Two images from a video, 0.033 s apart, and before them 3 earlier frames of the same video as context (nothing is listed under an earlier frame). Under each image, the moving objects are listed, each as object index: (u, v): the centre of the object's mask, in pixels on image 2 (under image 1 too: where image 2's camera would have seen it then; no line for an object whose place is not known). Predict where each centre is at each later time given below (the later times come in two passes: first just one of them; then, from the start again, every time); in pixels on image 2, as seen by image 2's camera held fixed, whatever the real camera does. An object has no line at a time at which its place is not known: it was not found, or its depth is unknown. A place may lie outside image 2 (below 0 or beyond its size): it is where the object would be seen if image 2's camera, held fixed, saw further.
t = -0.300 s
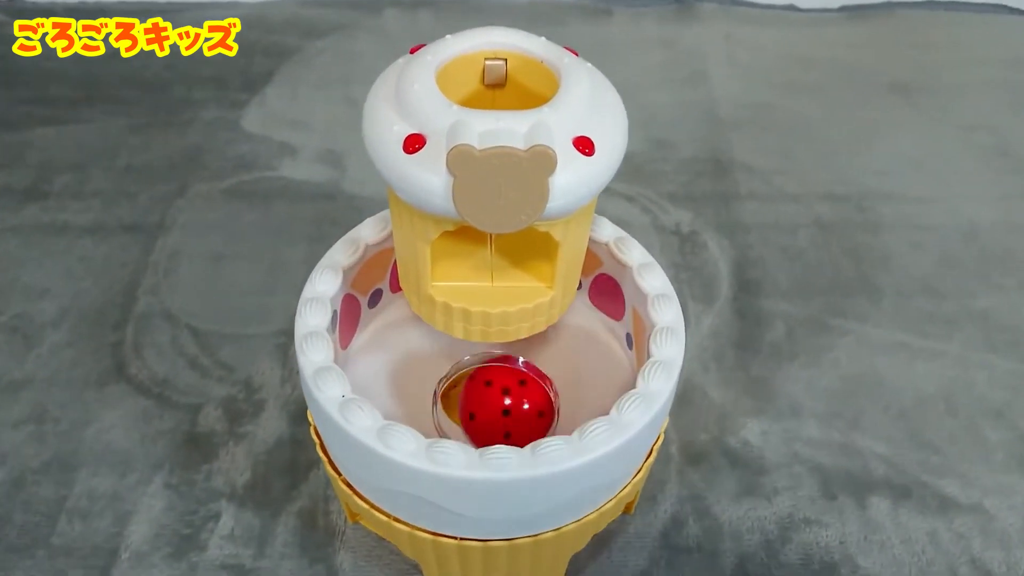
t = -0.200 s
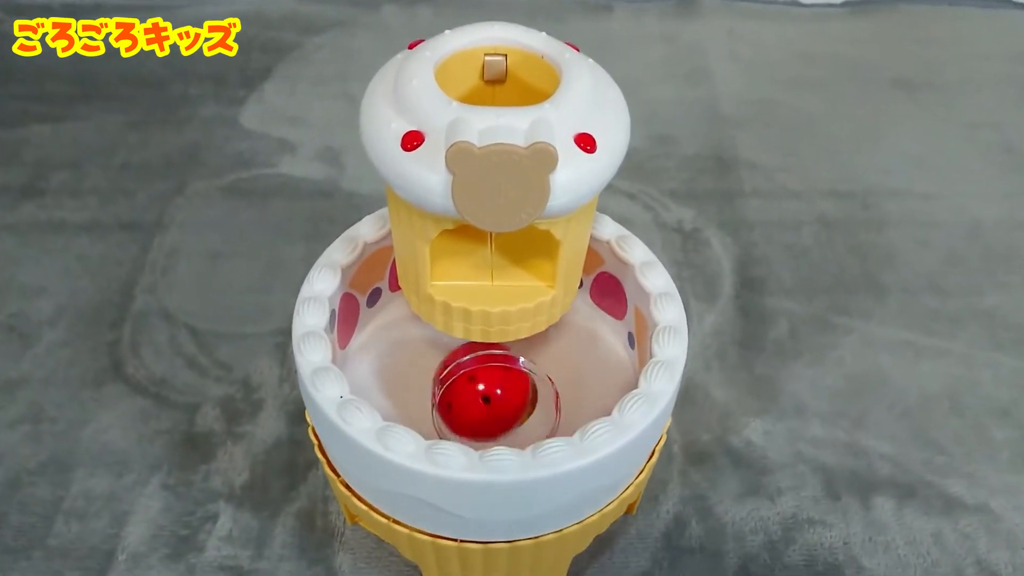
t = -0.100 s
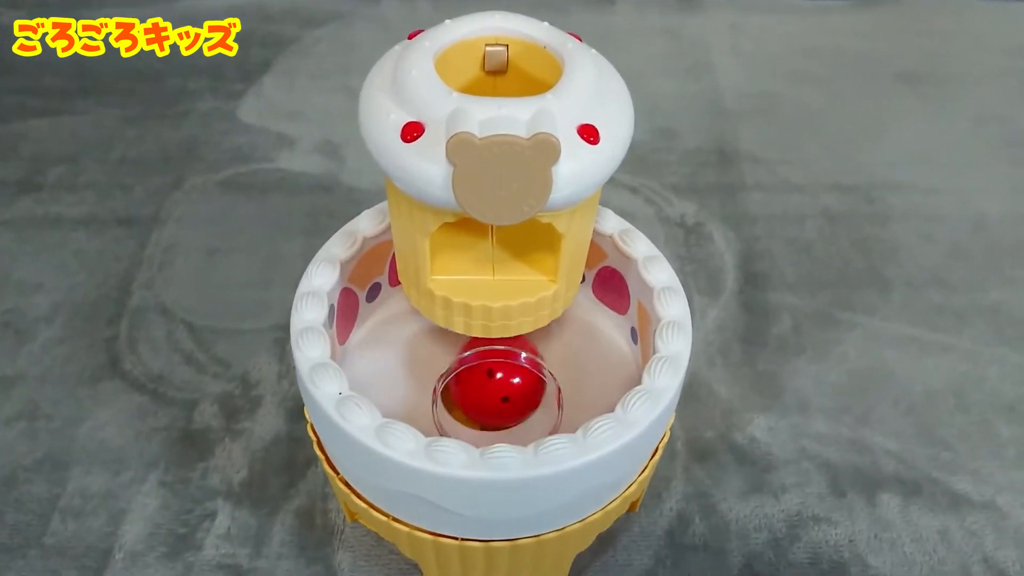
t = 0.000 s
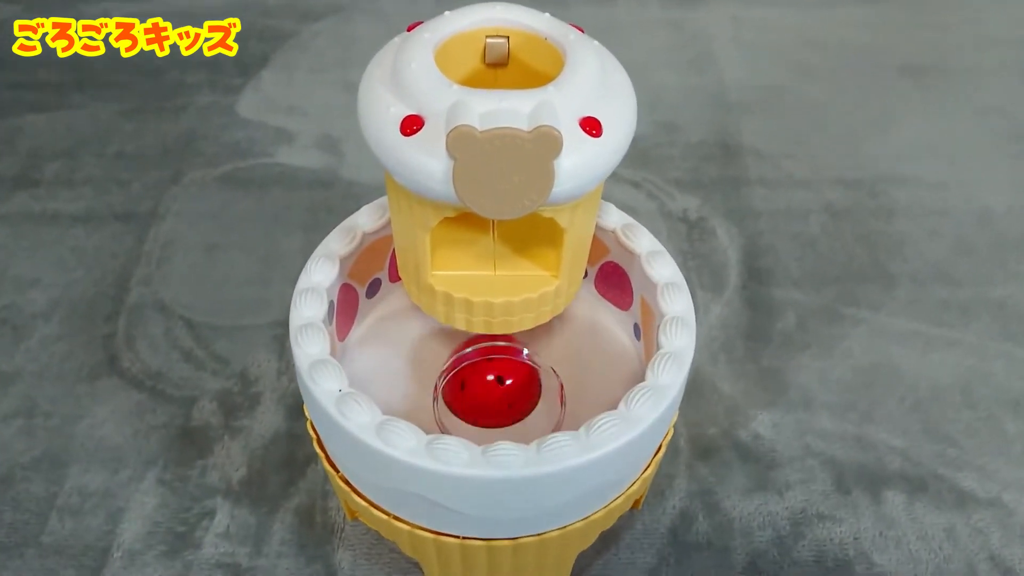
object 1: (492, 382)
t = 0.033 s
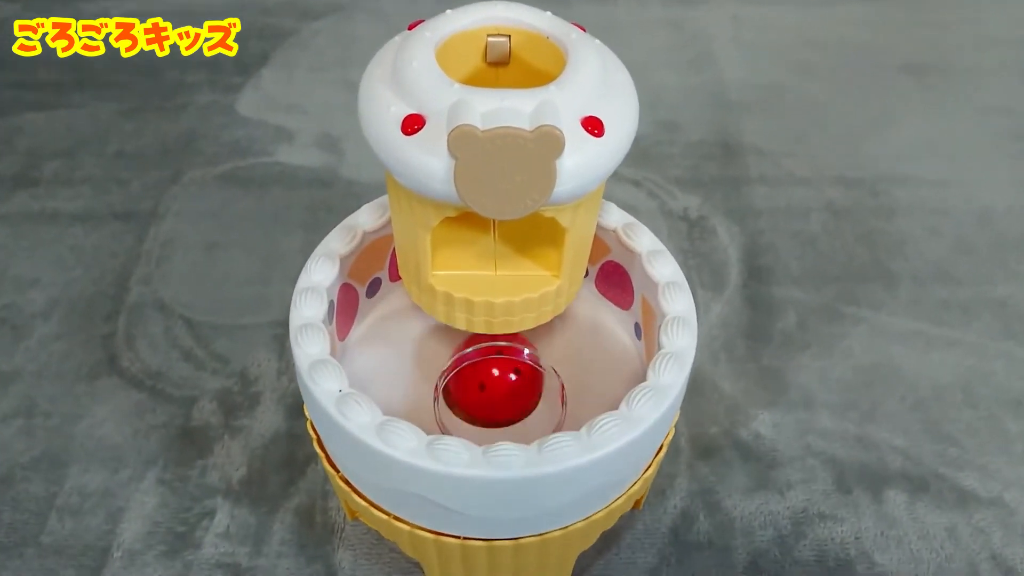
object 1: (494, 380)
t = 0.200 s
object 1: (496, 400)
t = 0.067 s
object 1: (490, 381)
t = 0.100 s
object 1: (493, 383)
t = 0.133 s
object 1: (493, 386)
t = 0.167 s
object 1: (494, 393)
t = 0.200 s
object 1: (496, 400)
